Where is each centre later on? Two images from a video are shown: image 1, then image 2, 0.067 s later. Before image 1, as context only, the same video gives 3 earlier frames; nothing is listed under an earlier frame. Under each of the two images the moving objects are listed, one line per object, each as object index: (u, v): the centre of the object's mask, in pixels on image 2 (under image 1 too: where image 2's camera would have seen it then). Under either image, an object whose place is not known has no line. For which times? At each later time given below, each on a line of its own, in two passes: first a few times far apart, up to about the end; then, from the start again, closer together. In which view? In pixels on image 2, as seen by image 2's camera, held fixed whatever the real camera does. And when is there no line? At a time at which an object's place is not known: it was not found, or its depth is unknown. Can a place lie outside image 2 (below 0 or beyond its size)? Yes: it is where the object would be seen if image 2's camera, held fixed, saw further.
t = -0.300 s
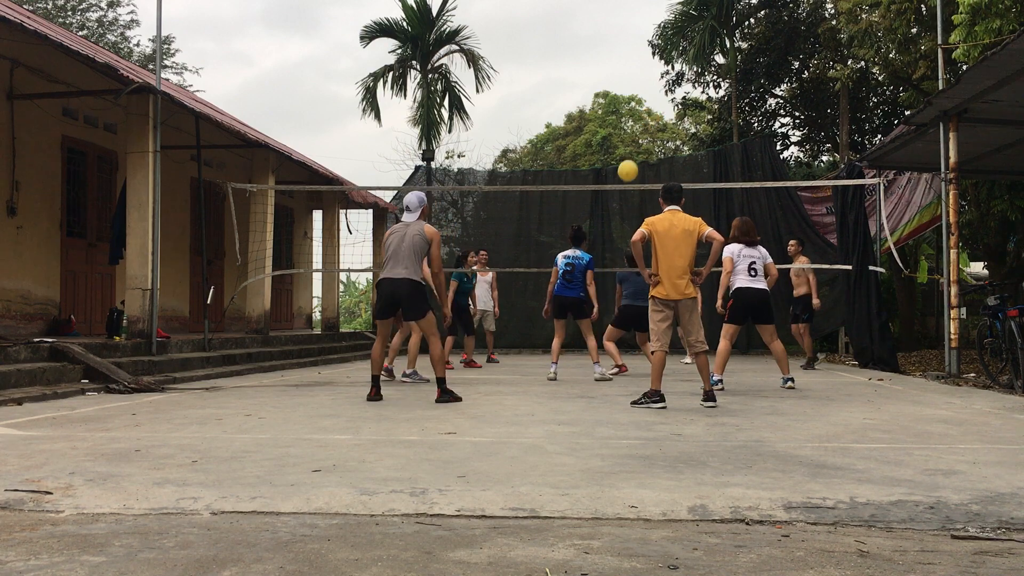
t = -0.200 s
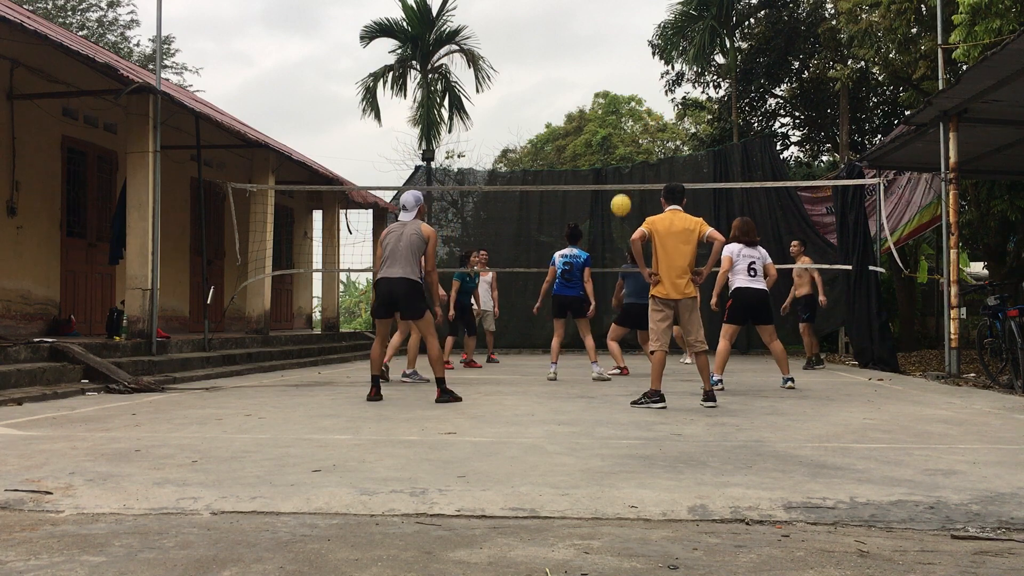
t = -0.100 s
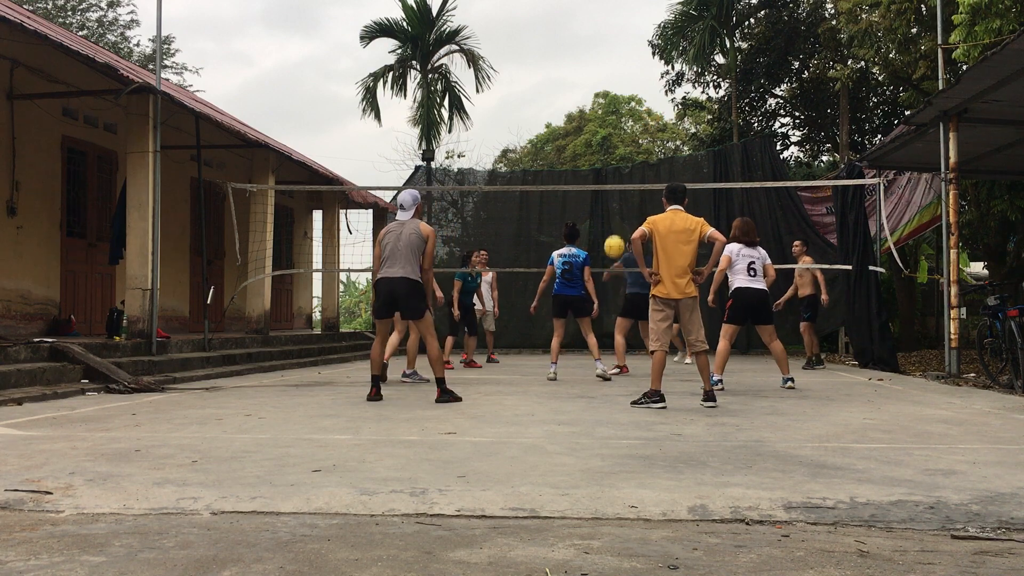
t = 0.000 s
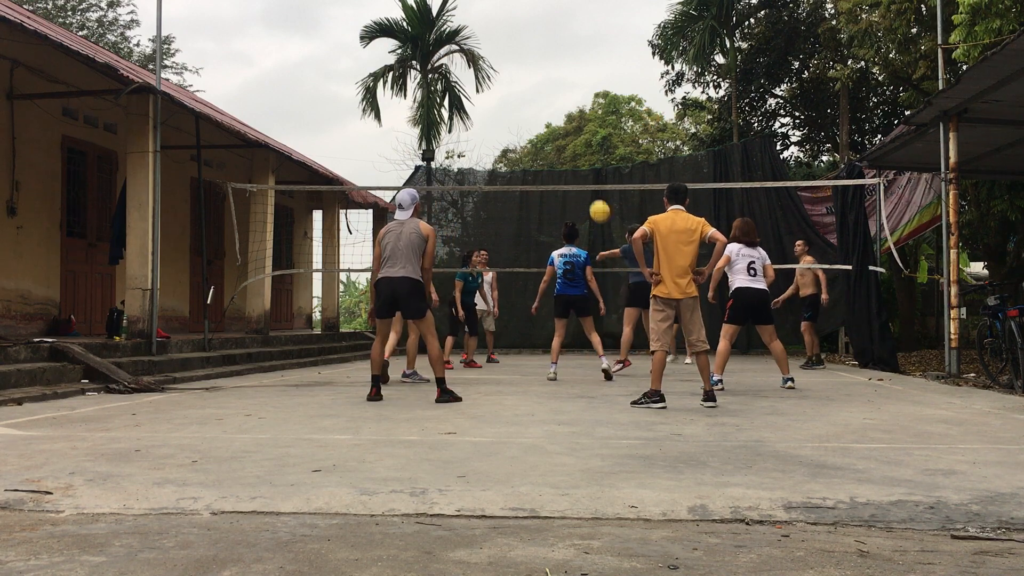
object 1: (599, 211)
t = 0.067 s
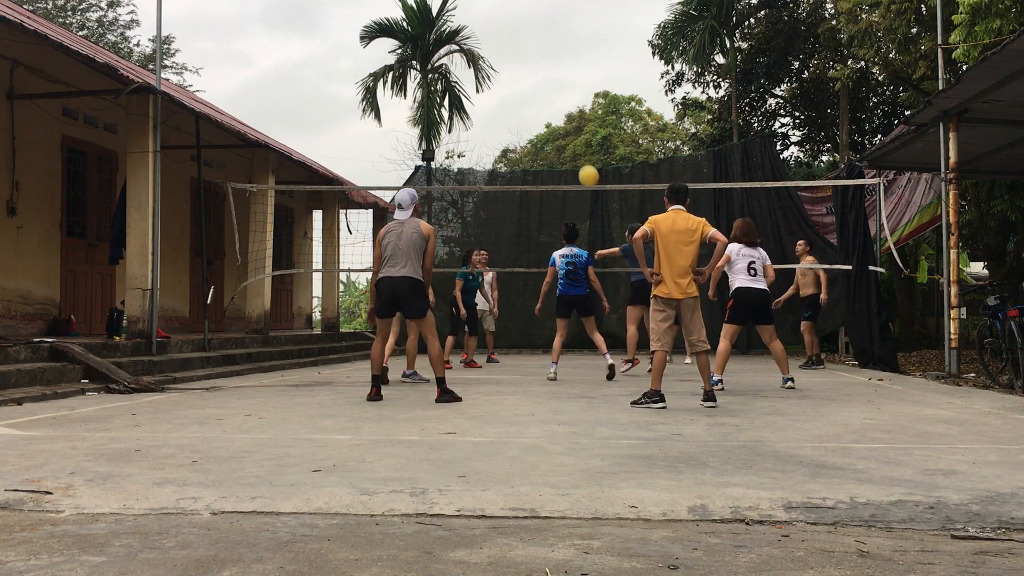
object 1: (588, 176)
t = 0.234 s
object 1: (563, 108)
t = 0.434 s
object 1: (539, 60)
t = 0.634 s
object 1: (518, 44)
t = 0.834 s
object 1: (497, 58)
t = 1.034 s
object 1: (478, 102)
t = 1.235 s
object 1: (461, 173)
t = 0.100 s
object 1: (583, 160)
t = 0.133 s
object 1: (578, 145)
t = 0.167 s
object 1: (573, 131)
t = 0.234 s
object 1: (563, 108)
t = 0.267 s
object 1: (559, 97)
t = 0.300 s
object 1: (554, 88)
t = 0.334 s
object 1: (550, 80)
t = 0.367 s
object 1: (546, 72)
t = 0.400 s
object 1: (542, 65)
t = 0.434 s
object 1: (539, 60)
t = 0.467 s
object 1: (535, 55)
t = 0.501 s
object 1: (532, 51)
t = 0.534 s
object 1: (528, 48)
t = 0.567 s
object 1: (525, 46)
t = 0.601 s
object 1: (521, 44)
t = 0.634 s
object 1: (518, 44)
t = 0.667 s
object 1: (515, 44)
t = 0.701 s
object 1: (511, 45)
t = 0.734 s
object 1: (508, 47)
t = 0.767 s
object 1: (504, 50)
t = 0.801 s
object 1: (501, 54)
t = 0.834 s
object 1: (497, 58)
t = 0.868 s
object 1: (494, 64)
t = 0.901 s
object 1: (491, 70)
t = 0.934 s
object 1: (488, 77)
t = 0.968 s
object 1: (485, 85)
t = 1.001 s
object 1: (482, 93)
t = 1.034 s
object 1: (478, 102)
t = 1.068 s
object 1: (476, 112)
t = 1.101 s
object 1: (473, 122)
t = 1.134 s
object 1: (470, 134)
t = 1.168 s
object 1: (467, 146)
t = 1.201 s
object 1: (464, 159)
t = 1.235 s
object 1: (461, 173)
